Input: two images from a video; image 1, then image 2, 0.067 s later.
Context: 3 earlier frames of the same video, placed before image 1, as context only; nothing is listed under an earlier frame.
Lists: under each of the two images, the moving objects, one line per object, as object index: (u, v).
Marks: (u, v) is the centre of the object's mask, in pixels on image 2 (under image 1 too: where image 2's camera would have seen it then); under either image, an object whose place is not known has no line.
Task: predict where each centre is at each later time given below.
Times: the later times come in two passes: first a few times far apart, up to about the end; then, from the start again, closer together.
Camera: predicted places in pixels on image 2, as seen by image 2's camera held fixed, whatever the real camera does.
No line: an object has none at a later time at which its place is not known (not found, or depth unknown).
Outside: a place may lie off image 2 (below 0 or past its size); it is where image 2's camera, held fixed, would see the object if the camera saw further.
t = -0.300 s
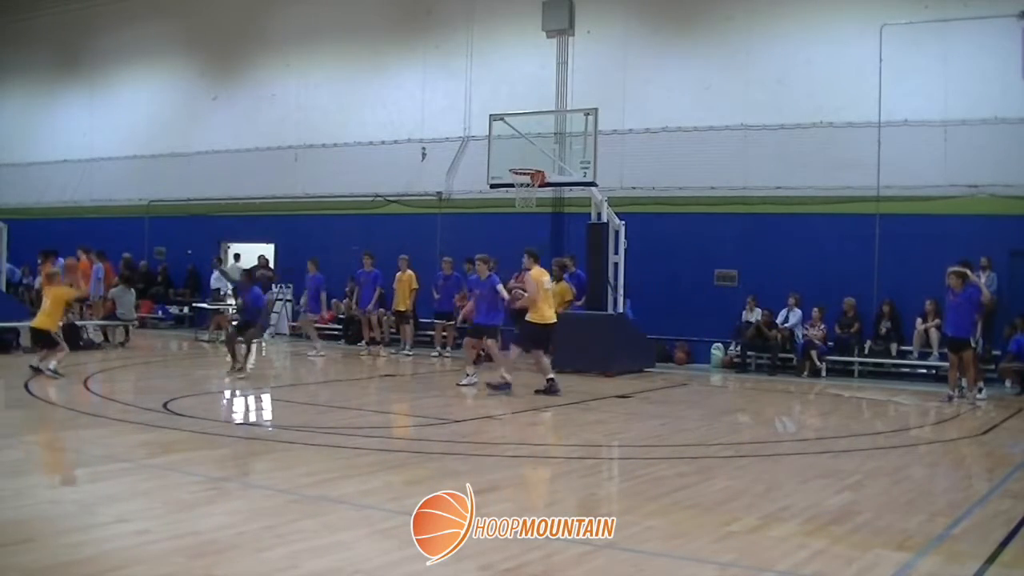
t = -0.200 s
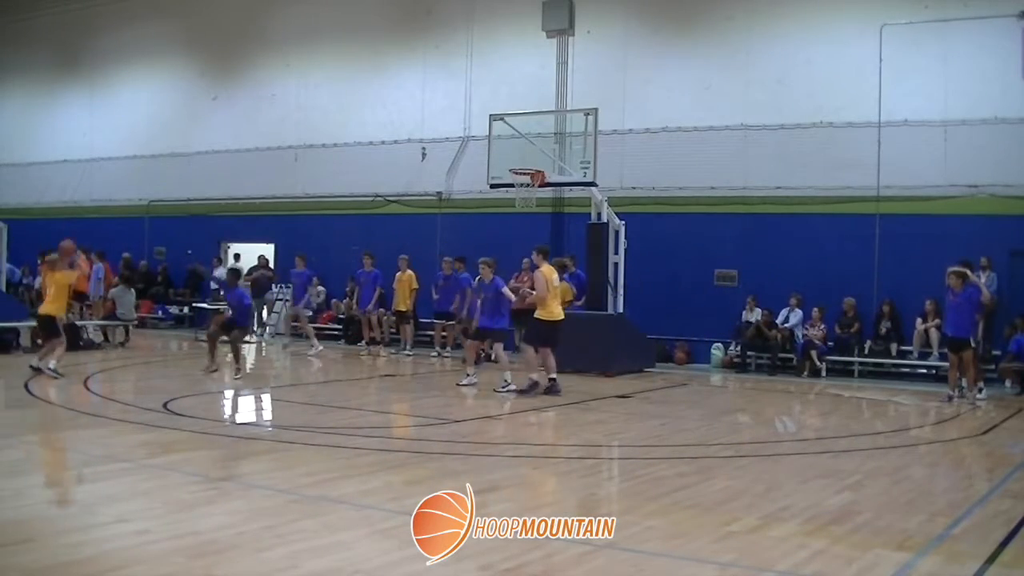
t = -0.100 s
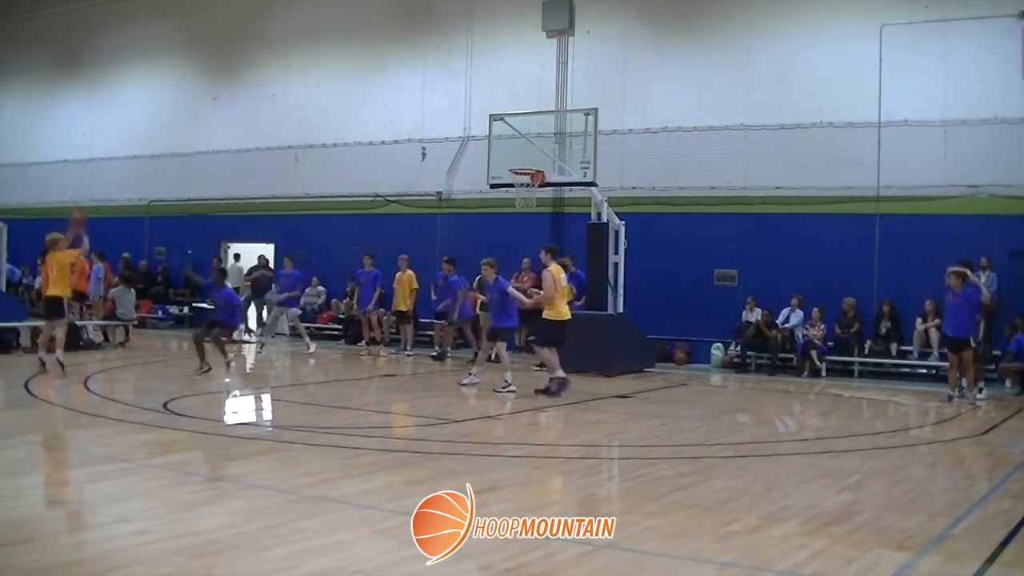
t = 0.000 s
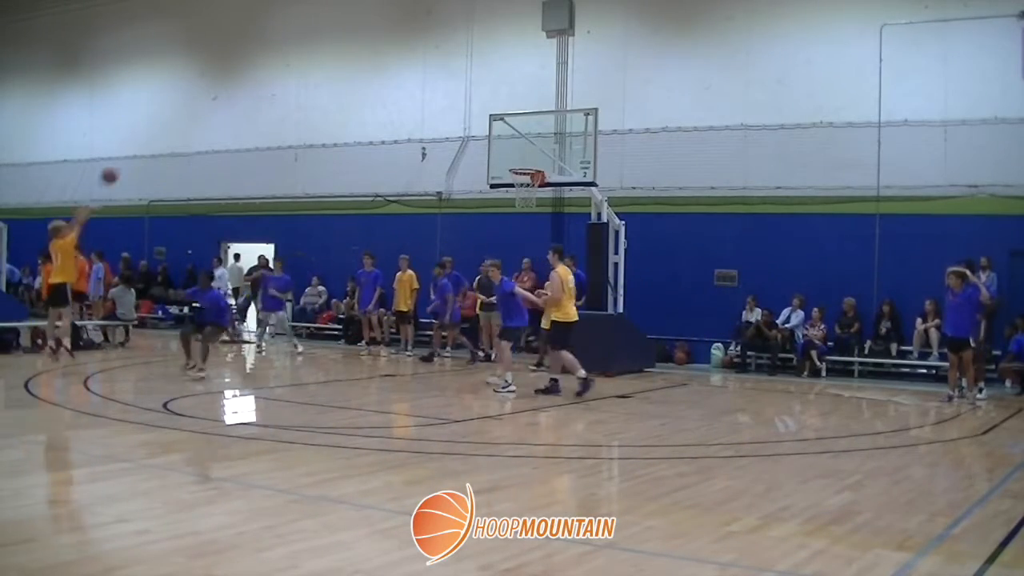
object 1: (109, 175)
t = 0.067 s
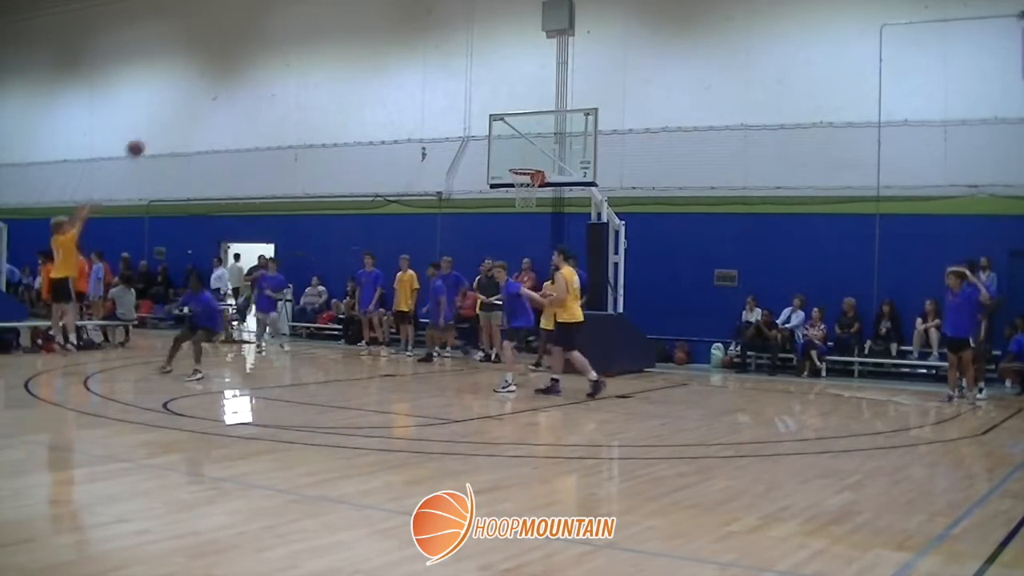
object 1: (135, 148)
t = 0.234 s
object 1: (198, 95)
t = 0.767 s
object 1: (389, 58)
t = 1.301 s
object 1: (531, 205)
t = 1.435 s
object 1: (529, 254)
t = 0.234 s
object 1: (198, 95)
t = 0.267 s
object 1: (212, 86)
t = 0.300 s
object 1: (224, 79)
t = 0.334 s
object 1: (237, 72)
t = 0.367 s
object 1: (249, 67)
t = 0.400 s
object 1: (261, 61)
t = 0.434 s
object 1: (273, 57)
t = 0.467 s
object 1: (285, 54)
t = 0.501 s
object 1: (297, 51)
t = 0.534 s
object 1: (309, 49)
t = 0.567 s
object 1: (321, 48)
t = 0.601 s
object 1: (332, 48)
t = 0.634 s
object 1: (344, 48)
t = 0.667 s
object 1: (355, 49)
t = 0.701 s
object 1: (367, 51)
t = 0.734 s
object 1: (378, 54)
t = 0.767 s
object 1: (389, 58)
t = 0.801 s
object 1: (401, 62)
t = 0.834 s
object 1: (412, 67)
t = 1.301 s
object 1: (531, 205)
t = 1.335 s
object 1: (531, 216)
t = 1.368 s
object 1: (531, 229)
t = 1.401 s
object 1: (530, 242)
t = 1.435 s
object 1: (529, 254)
